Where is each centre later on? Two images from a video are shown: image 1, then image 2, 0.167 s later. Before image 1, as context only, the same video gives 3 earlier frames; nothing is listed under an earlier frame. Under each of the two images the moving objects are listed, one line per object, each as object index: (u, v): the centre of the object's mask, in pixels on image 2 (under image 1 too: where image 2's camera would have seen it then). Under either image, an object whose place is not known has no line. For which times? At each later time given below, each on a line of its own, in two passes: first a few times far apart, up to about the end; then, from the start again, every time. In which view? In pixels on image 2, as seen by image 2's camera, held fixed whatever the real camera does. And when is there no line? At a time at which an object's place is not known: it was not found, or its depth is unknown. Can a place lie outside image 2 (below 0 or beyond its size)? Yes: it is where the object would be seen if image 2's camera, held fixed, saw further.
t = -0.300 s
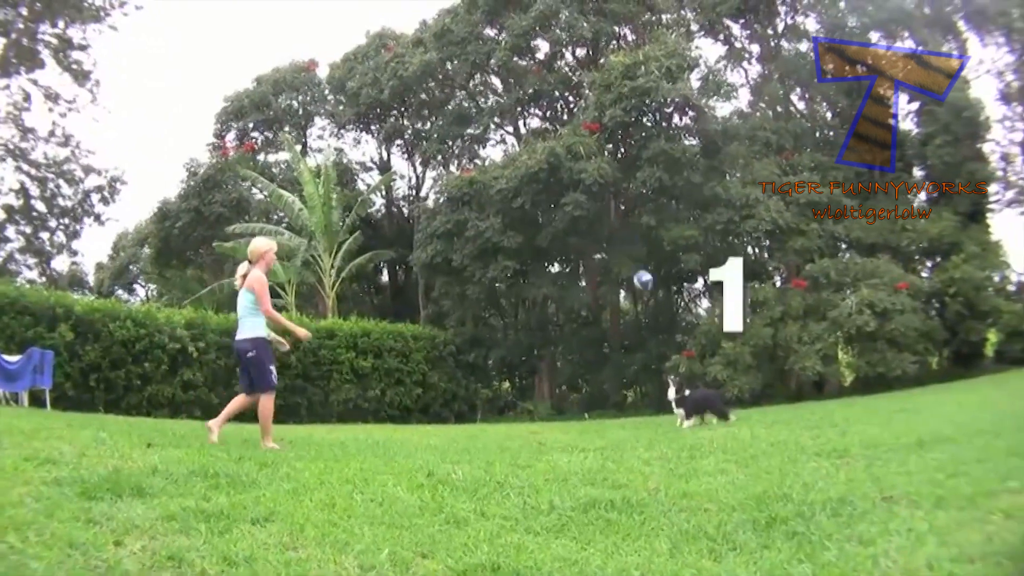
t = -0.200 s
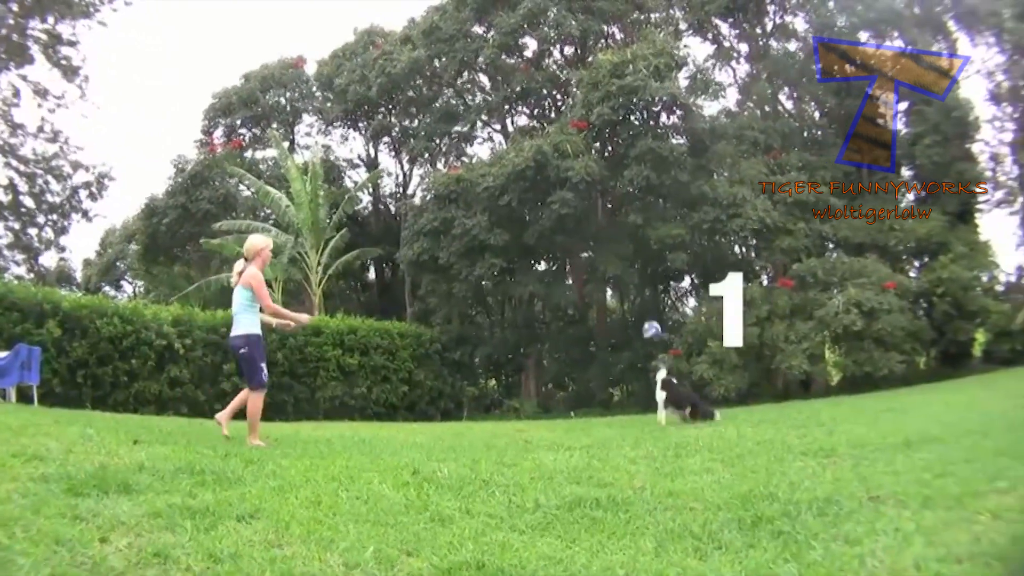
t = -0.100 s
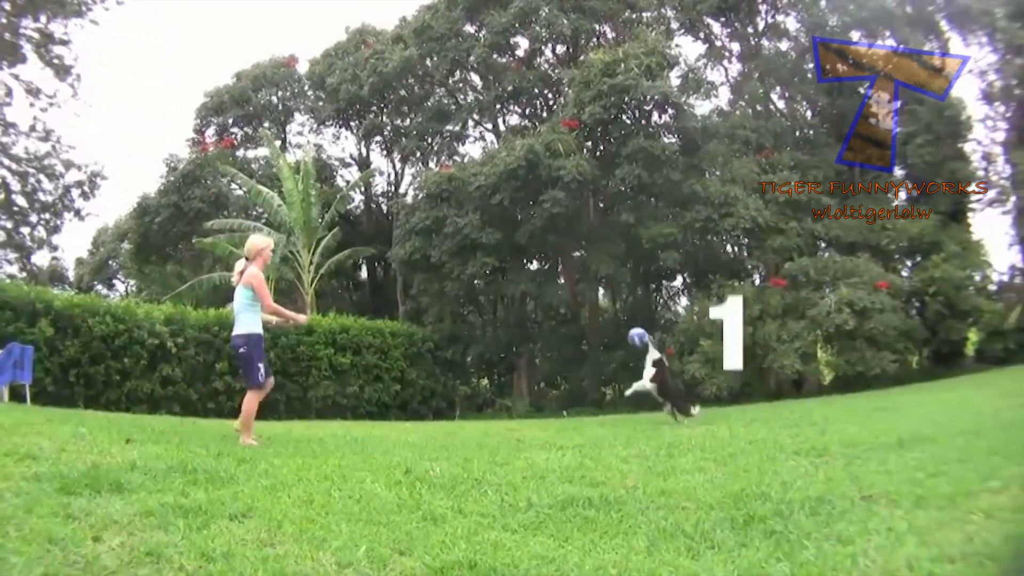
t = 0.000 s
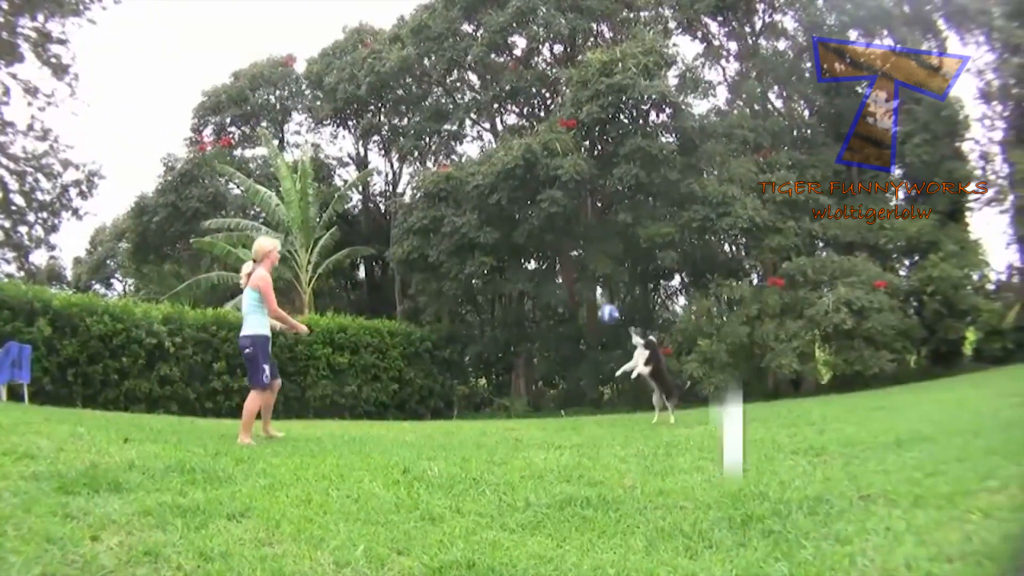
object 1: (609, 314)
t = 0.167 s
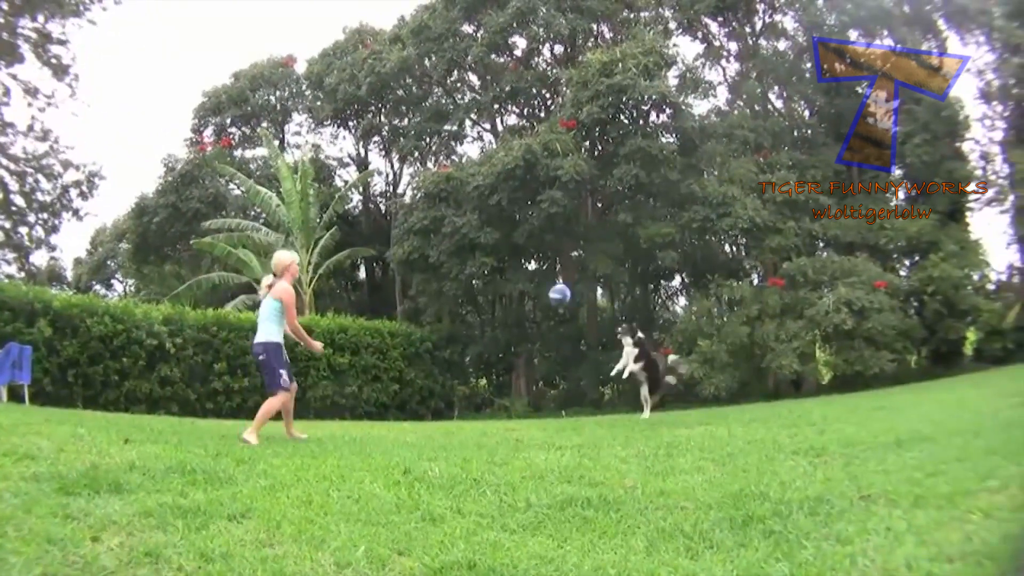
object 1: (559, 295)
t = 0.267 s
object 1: (527, 293)
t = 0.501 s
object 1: (445, 336)
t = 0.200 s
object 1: (549, 294)
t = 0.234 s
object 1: (538, 292)
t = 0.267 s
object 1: (527, 293)
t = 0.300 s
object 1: (517, 297)
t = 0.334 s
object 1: (506, 300)
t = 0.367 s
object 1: (494, 305)
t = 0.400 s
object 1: (482, 310)
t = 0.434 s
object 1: (470, 317)
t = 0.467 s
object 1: (457, 327)
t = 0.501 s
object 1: (445, 336)
